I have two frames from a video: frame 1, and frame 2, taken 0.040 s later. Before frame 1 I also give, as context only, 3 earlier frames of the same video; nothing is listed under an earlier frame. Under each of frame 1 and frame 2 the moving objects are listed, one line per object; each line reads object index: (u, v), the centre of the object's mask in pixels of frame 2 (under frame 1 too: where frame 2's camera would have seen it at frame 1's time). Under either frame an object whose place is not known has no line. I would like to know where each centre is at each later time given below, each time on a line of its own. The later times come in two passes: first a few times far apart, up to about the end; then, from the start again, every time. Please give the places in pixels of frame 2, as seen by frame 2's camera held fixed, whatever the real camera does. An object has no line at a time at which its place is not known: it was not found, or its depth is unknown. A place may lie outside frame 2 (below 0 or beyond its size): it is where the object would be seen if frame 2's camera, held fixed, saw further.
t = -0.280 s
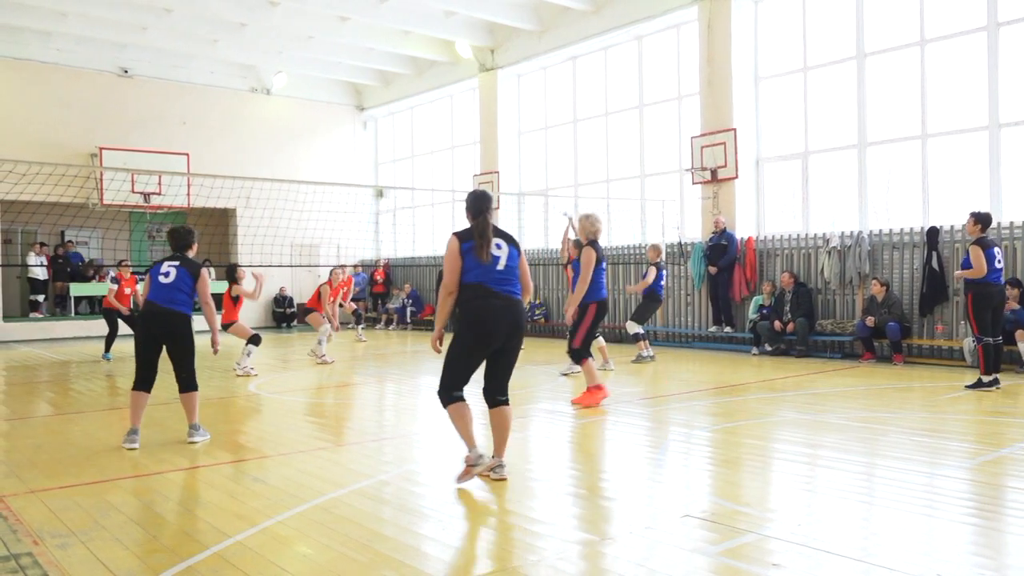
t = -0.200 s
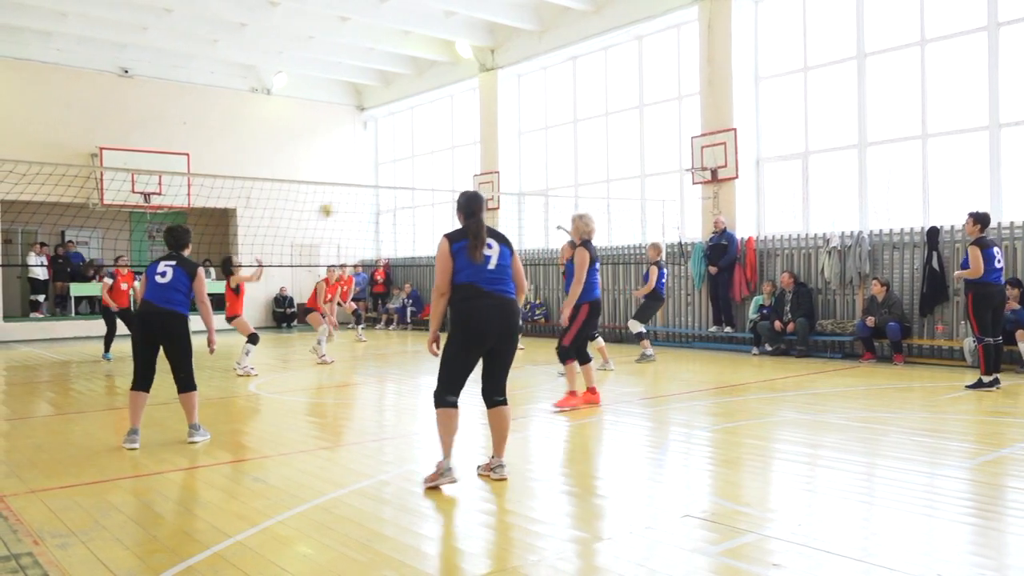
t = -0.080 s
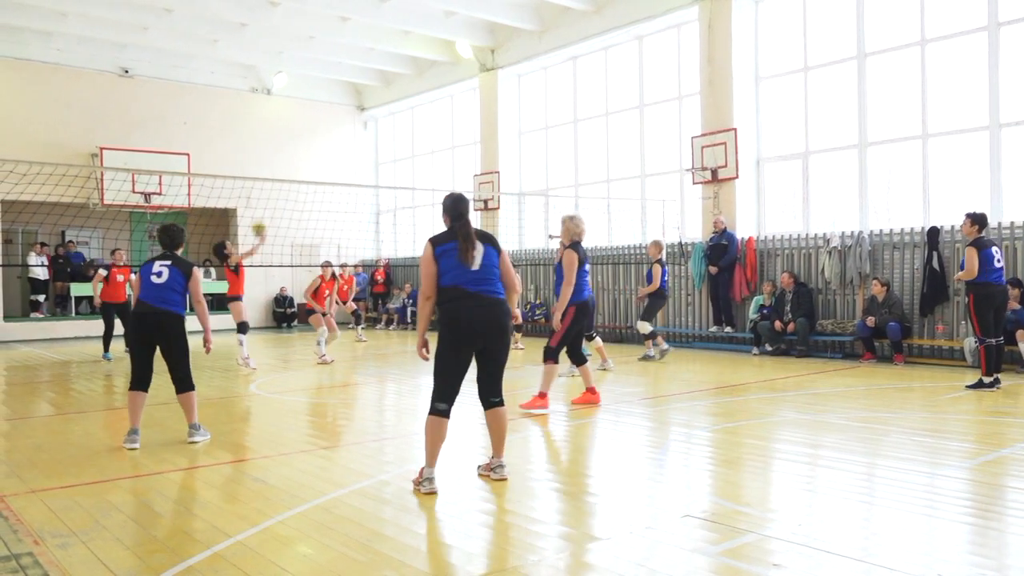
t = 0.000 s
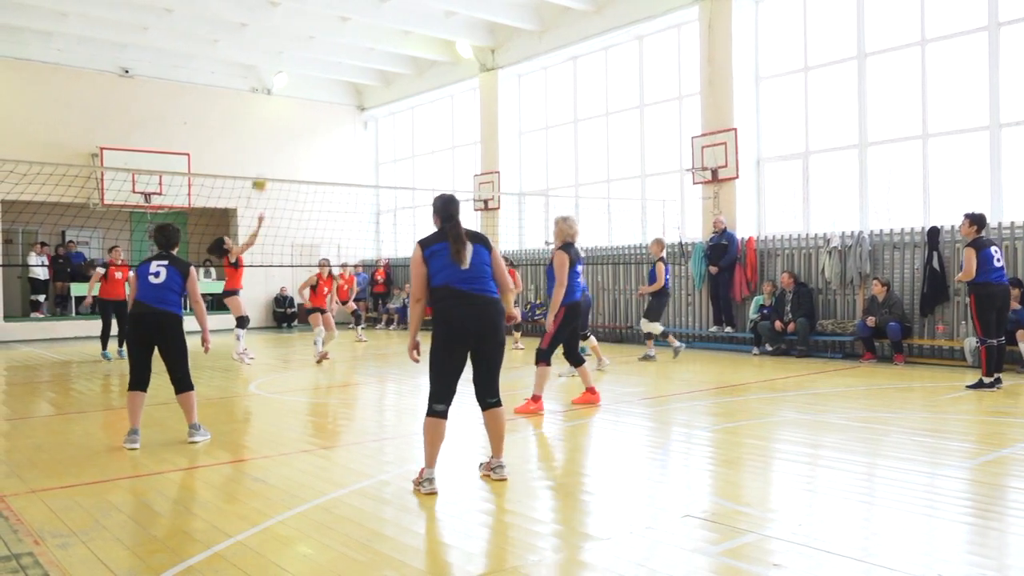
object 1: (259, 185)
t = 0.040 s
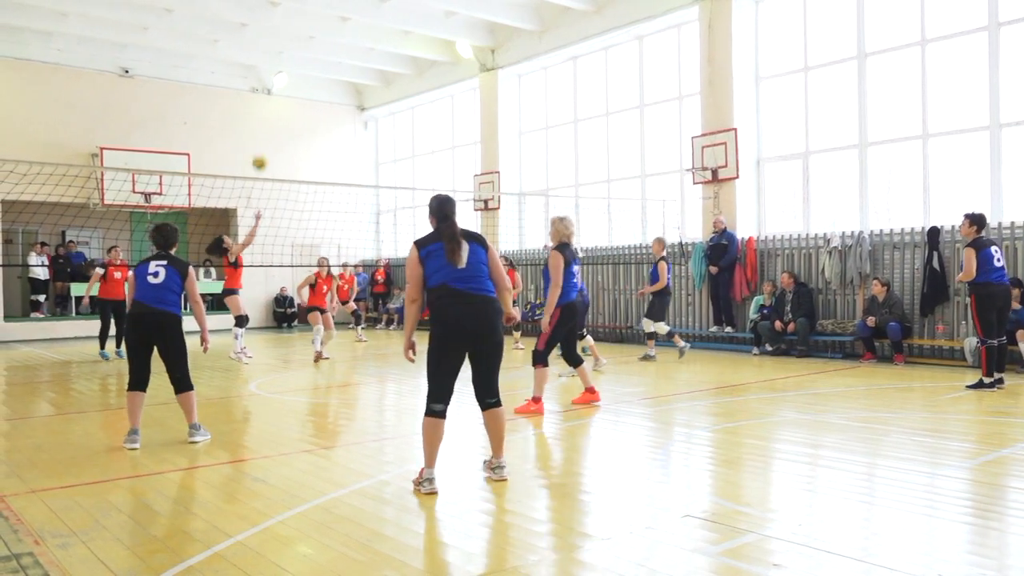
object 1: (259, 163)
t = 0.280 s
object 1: (259, 69)
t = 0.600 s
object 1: (259, 15)
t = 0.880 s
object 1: (260, 28)
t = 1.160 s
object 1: (262, 93)
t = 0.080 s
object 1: (259, 144)
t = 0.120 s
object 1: (259, 127)
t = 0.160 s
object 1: (259, 110)
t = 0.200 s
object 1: (259, 95)
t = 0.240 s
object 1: (259, 82)
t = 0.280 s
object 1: (259, 69)
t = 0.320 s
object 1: (259, 58)
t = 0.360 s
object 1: (259, 49)
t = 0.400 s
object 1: (259, 40)
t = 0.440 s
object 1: (259, 33)
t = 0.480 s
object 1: (259, 27)
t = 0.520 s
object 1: (259, 22)
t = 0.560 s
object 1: (259, 18)
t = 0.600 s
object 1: (259, 15)
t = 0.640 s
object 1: (259, 14)
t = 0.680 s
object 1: (259, 13)
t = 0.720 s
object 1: (260, 14)
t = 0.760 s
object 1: (259, 16)
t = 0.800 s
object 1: (259, 19)
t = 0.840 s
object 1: (260, 23)
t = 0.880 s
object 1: (260, 28)
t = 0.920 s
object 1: (260, 34)
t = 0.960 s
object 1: (260, 41)
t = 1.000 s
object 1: (261, 49)
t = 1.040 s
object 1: (261, 59)
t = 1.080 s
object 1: (261, 70)
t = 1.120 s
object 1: (261, 81)
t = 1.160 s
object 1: (262, 93)
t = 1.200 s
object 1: (263, 107)
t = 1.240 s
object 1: (263, 121)
